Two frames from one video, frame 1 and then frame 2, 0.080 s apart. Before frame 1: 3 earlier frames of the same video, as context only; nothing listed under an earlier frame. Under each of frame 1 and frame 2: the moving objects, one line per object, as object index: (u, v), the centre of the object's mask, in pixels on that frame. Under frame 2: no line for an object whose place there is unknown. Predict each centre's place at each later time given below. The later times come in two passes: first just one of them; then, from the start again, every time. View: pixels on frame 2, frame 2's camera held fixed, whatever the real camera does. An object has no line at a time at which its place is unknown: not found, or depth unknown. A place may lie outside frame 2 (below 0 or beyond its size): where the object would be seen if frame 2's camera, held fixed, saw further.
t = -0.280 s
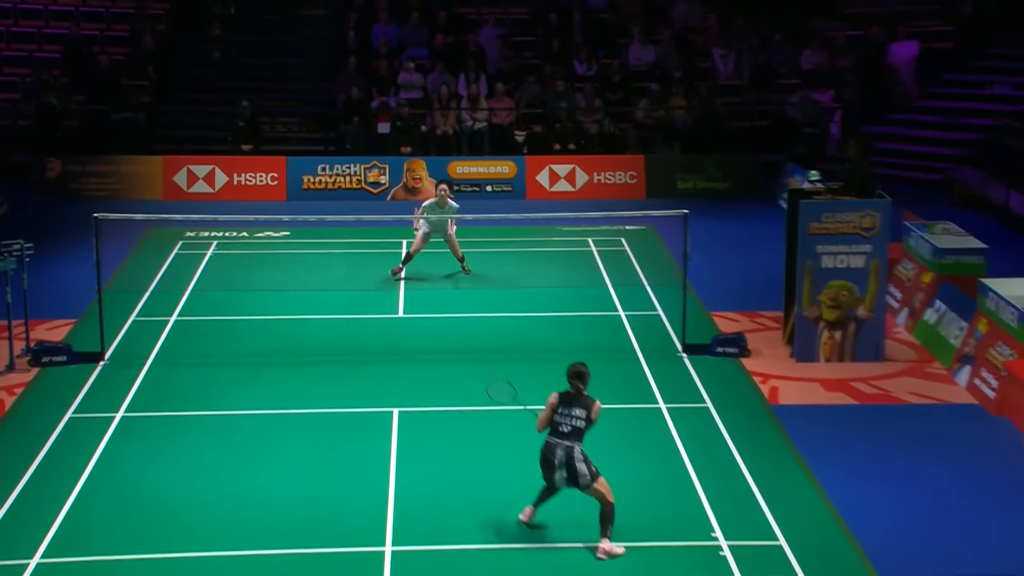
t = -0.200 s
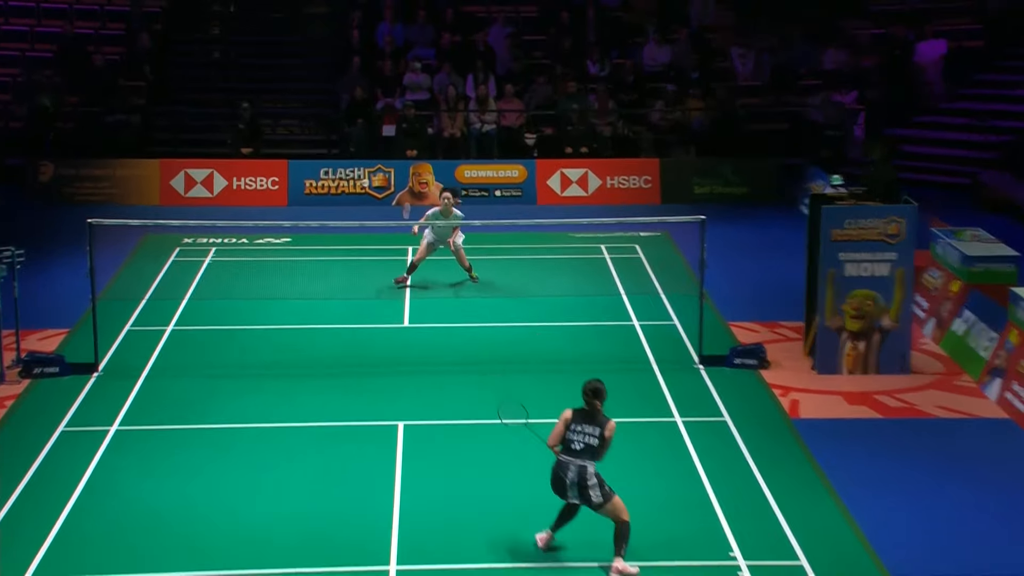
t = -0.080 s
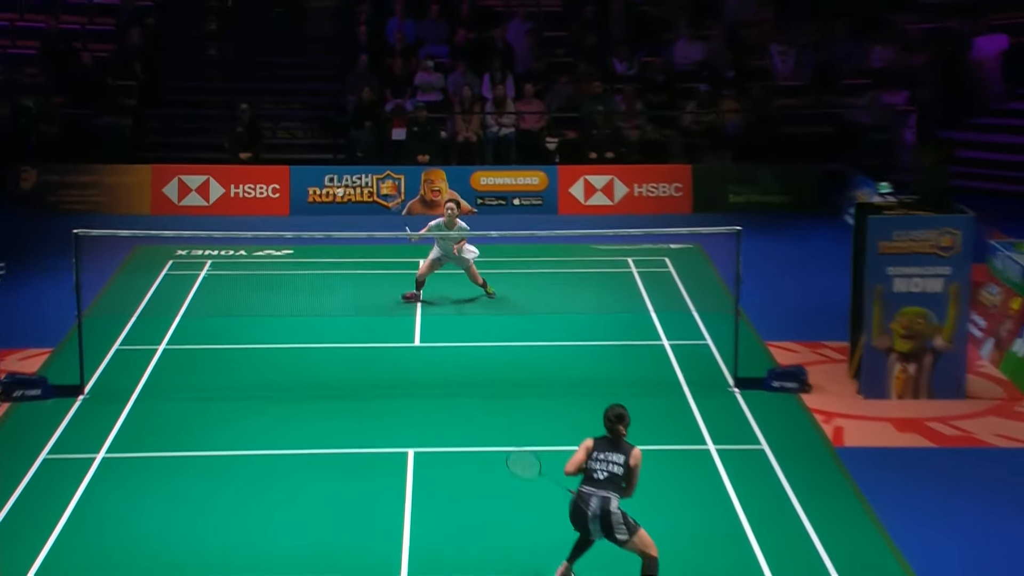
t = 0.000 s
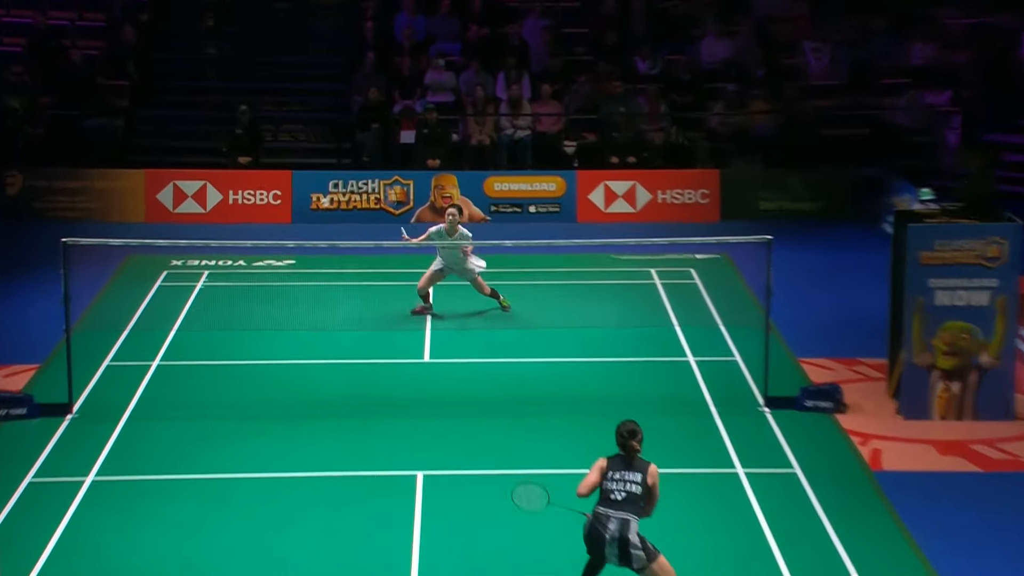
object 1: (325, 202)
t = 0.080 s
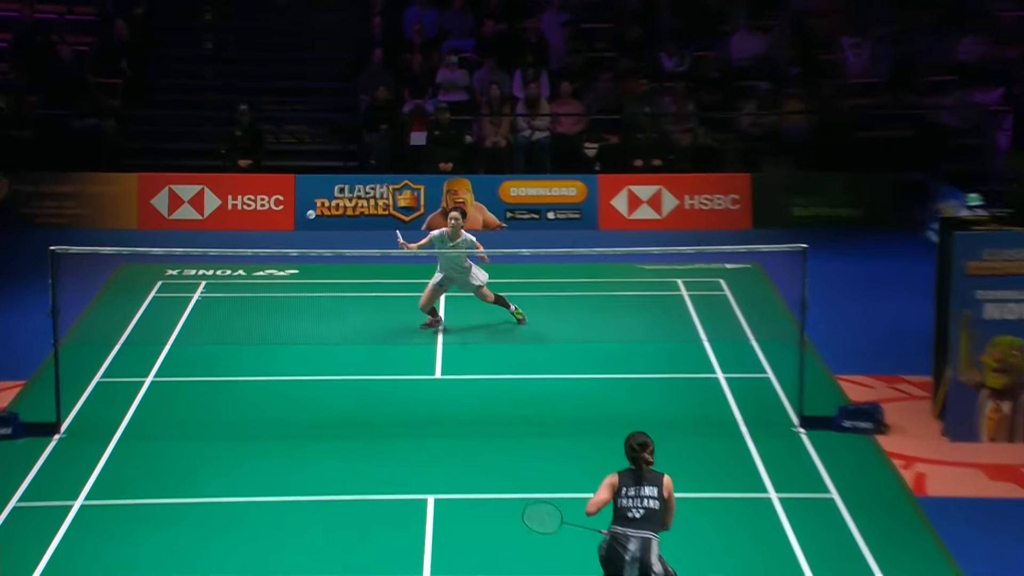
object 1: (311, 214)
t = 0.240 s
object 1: (281, 229)
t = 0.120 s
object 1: (303, 217)
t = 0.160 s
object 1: (296, 220)
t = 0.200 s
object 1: (288, 225)
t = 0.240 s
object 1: (281, 229)
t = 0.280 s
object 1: (276, 233)
